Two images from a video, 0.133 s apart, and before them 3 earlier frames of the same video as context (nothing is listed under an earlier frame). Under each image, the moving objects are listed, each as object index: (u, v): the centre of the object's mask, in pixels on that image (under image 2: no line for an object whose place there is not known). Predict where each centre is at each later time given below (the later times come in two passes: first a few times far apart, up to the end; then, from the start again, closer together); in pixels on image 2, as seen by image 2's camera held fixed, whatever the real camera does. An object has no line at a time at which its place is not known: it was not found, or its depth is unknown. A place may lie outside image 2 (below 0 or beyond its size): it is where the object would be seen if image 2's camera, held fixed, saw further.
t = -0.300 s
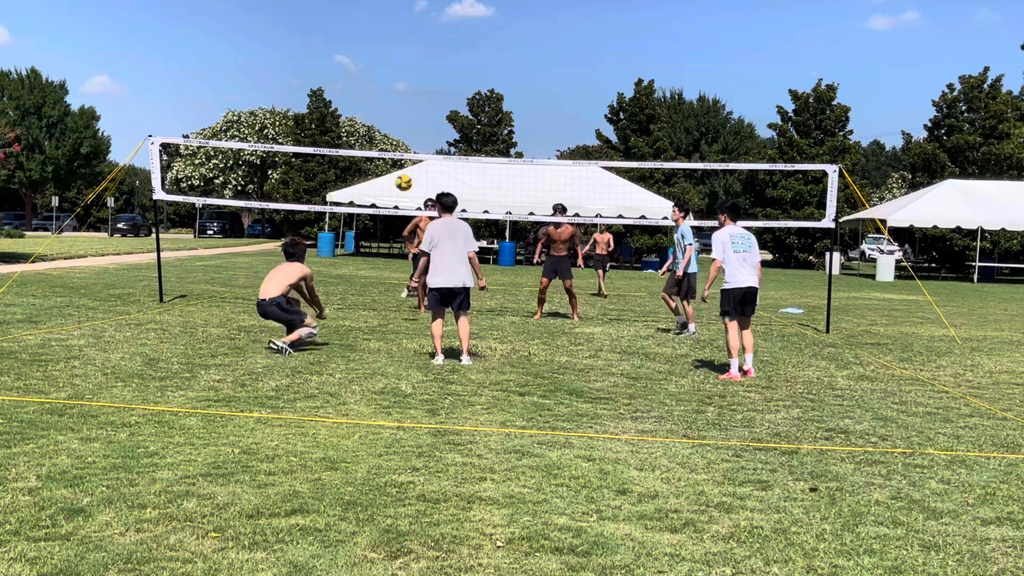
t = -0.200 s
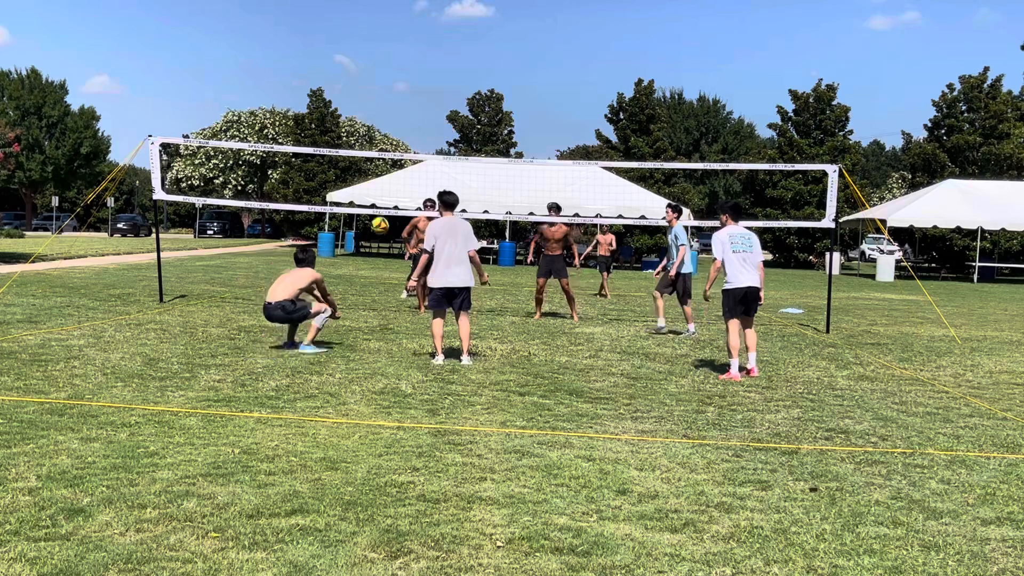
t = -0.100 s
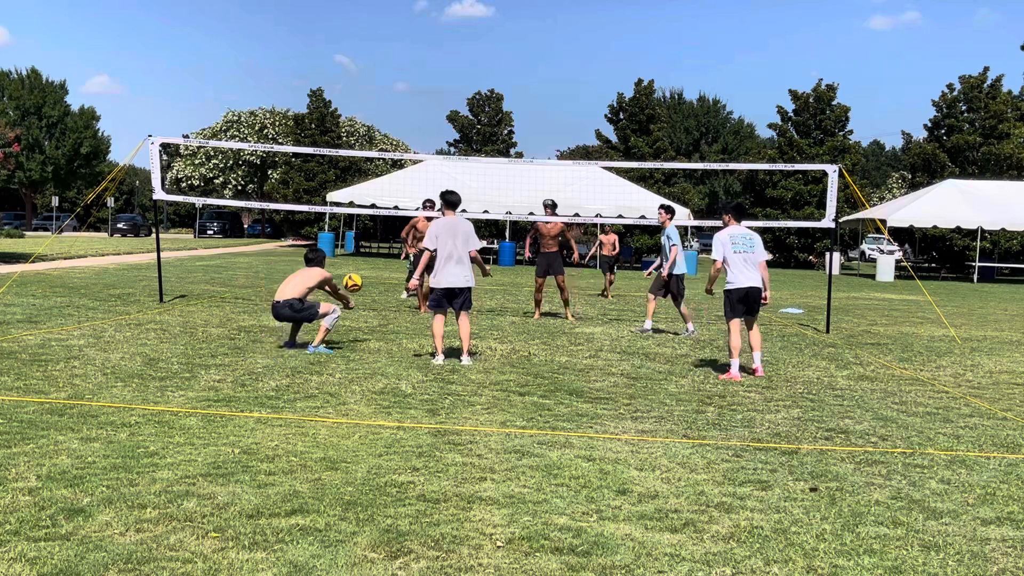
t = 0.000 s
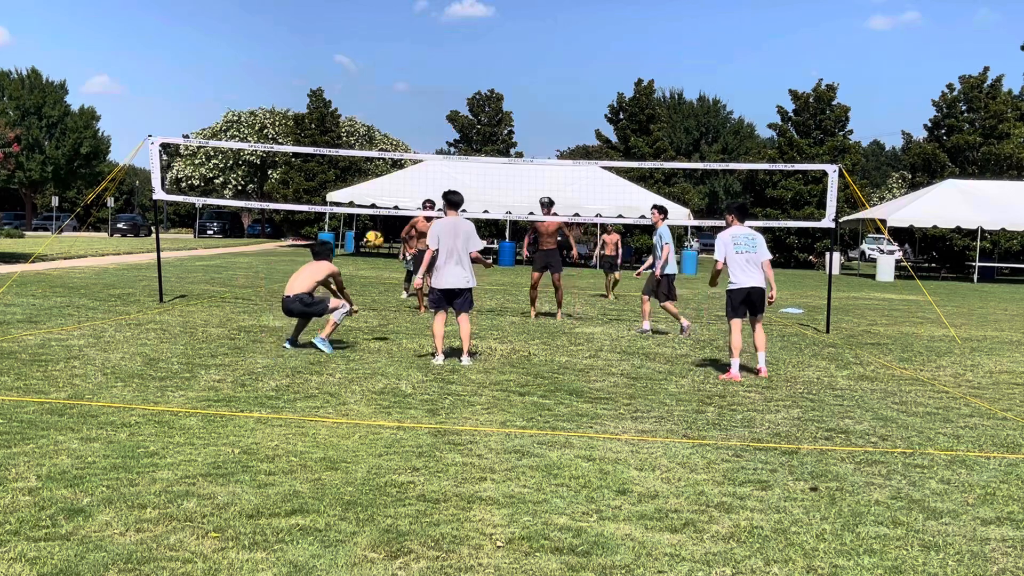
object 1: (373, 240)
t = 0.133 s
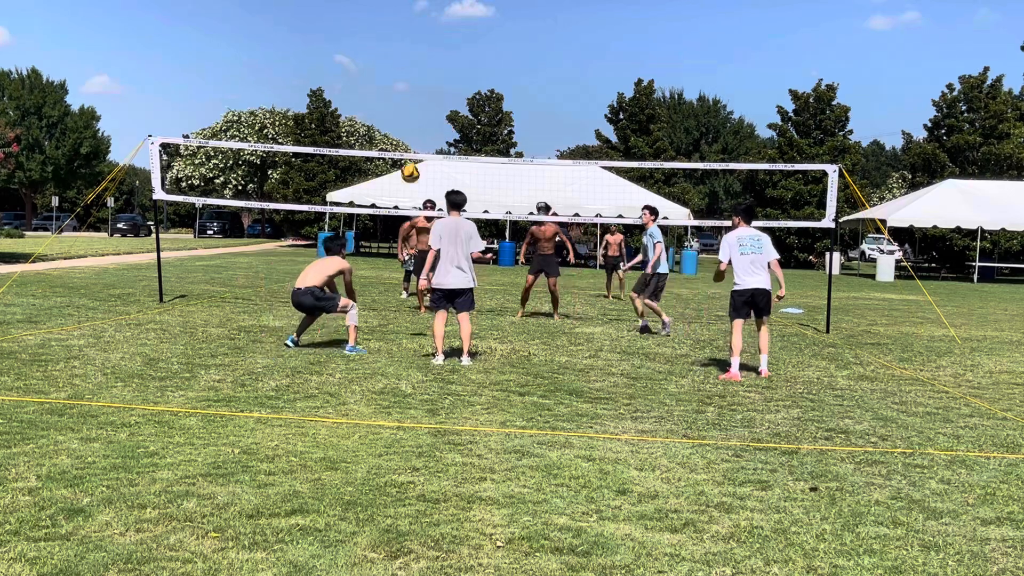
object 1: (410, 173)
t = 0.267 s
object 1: (446, 121)
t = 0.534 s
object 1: (517, 66)
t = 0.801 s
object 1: (586, 72)
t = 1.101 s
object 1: (663, 152)
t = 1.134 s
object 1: (671, 166)
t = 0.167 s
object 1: (419, 158)
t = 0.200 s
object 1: (428, 145)
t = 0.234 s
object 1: (437, 133)
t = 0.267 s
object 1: (446, 121)
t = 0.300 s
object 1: (455, 111)
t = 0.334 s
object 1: (464, 101)
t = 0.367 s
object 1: (472, 92)
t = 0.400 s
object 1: (481, 85)
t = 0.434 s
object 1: (491, 79)
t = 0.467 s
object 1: (499, 74)
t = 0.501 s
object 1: (508, 69)
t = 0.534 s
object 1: (517, 66)
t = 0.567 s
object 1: (526, 63)
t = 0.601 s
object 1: (534, 61)
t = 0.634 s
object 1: (543, 60)
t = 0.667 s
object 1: (552, 61)
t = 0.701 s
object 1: (561, 62)
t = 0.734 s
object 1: (569, 64)
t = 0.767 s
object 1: (578, 67)
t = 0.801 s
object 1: (586, 72)
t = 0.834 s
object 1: (595, 77)
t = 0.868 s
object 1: (603, 83)
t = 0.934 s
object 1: (621, 98)
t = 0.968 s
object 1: (629, 107)
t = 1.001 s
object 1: (638, 118)
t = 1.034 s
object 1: (647, 127)
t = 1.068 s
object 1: (655, 138)
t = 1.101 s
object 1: (663, 152)
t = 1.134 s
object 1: (671, 166)
